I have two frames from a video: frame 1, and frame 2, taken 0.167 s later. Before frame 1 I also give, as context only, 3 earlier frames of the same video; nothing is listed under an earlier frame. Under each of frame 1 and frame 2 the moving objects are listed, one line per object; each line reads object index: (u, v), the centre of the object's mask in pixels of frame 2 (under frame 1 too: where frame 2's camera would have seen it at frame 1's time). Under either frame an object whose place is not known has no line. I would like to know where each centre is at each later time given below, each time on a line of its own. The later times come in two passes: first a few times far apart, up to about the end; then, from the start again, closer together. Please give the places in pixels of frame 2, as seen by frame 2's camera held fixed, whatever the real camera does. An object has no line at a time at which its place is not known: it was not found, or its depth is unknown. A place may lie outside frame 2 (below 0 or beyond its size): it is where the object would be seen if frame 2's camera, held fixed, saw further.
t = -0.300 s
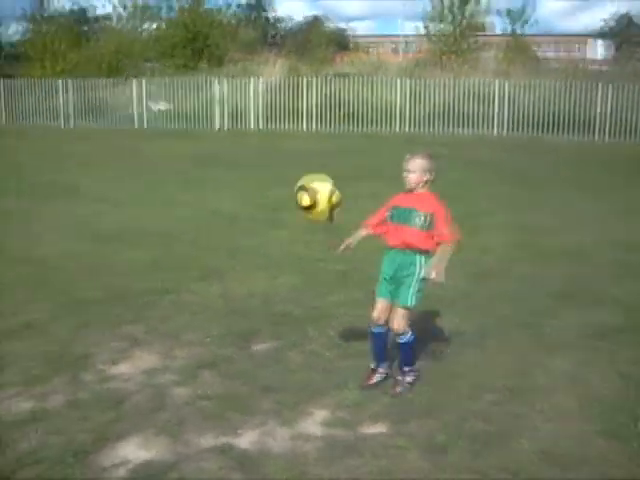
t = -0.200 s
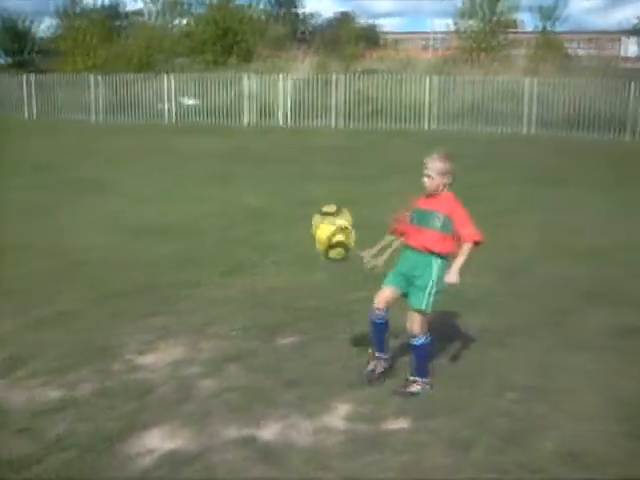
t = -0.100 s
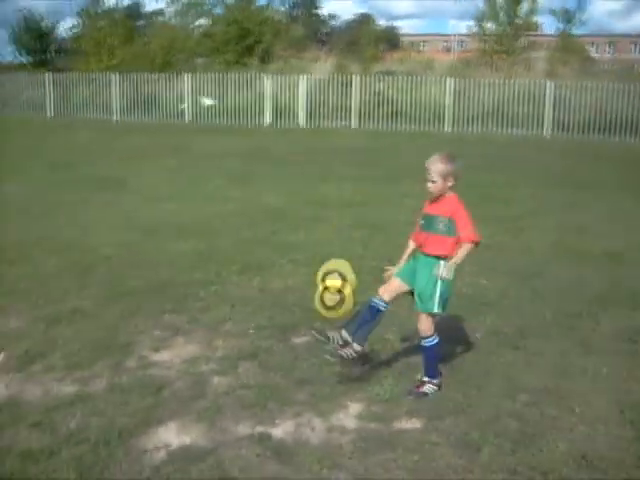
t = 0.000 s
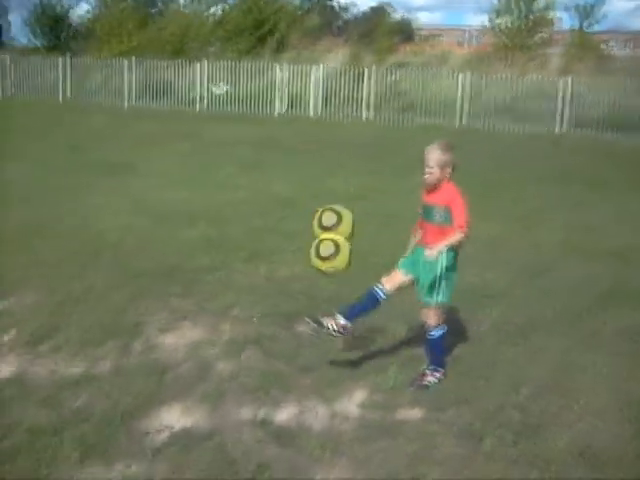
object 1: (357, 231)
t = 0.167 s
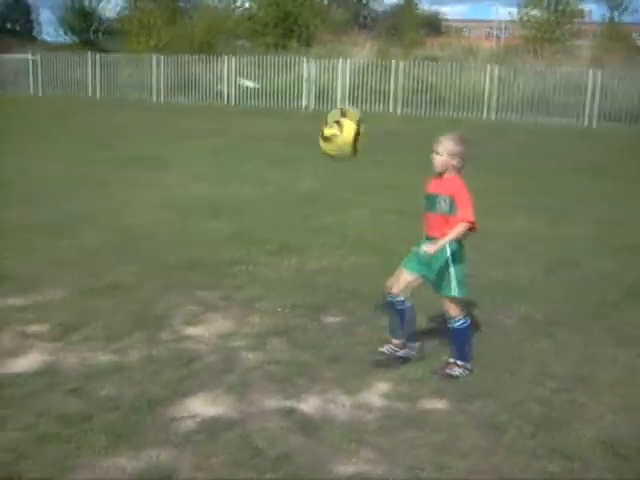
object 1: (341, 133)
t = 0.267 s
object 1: (330, 98)
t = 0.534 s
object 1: (304, 101)
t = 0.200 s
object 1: (337, 119)
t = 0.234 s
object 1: (334, 108)
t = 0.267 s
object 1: (330, 98)
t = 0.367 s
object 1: (321, 83)
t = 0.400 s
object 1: (317, 83)
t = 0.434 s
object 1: (314, 84)
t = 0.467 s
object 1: (312, 87)
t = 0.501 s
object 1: (308, 93)
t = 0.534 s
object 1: (304, 101)
